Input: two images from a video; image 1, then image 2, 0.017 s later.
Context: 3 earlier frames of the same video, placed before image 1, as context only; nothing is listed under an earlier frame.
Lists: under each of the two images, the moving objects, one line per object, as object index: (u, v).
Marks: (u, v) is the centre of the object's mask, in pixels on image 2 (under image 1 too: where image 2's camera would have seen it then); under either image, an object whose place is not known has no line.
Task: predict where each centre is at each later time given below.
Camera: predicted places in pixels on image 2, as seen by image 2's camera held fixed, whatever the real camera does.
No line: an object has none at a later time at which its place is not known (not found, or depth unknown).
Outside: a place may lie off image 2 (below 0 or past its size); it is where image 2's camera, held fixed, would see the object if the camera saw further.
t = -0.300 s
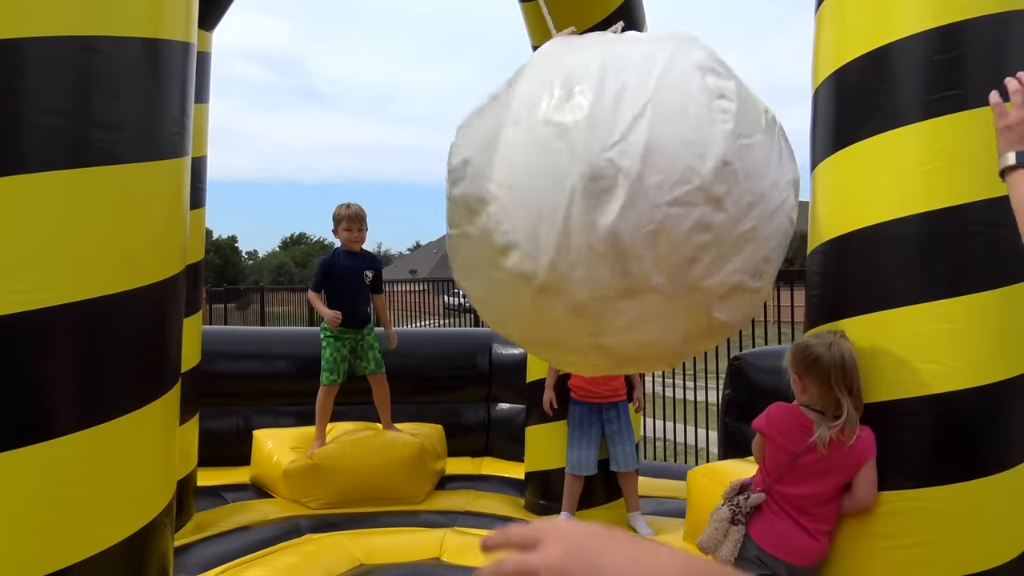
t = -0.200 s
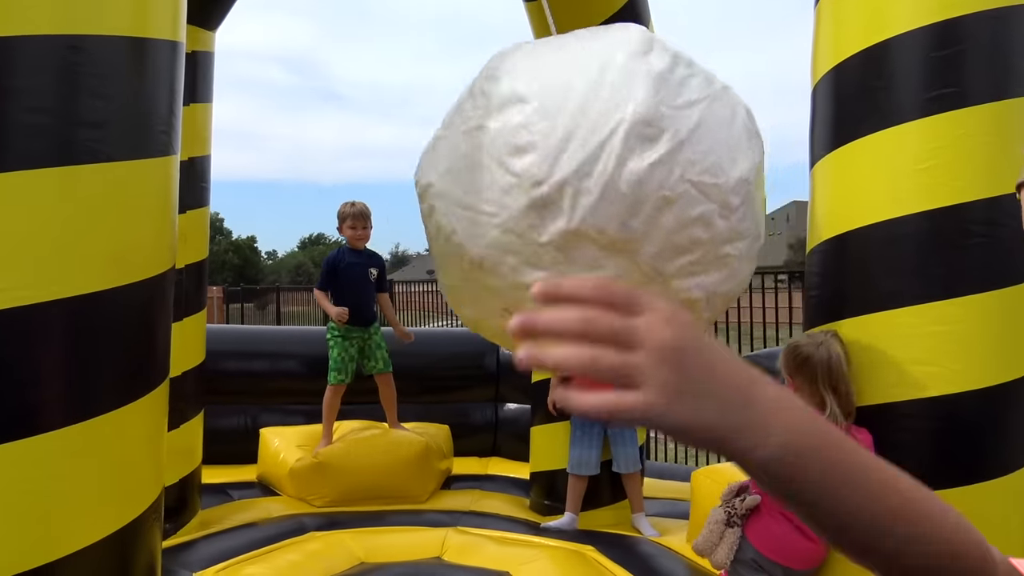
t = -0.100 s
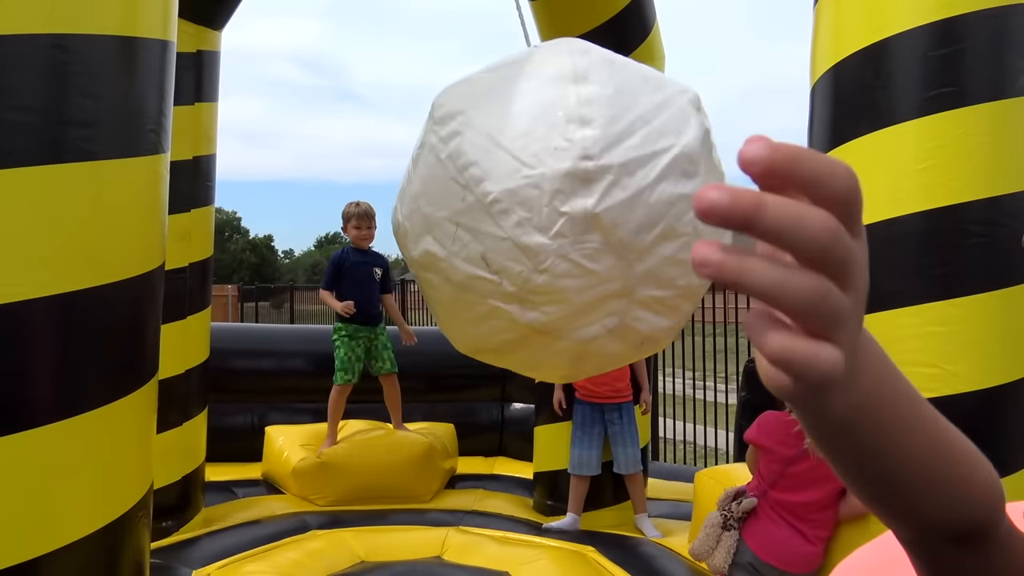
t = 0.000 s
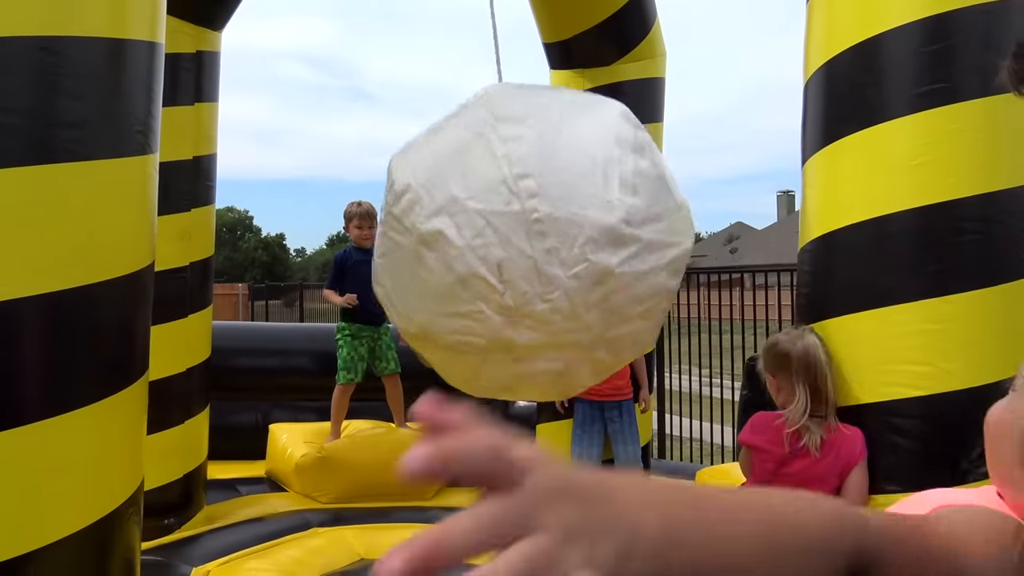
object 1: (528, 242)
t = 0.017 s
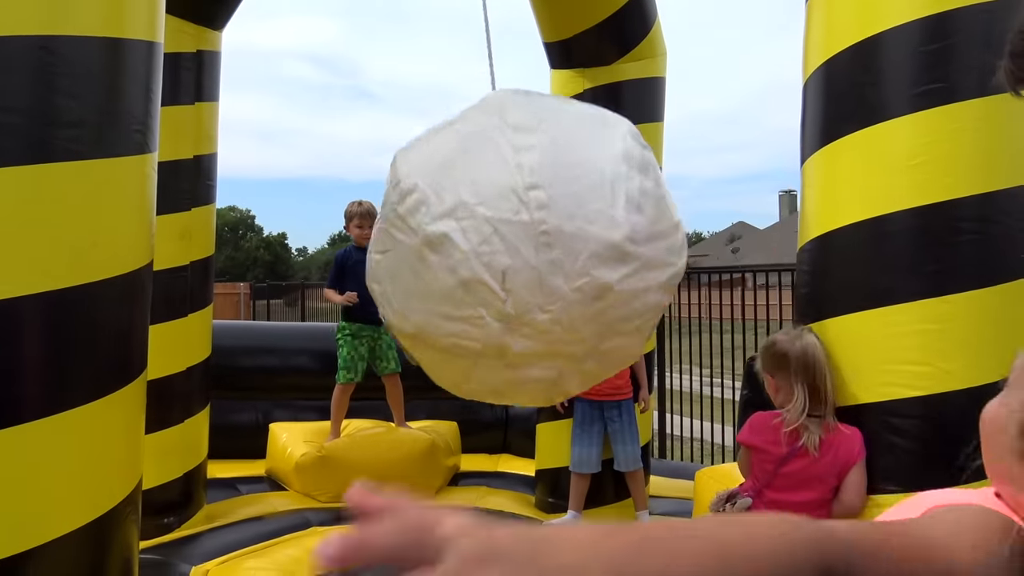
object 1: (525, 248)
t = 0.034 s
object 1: (522, 256)
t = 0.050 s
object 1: (519, 263)
